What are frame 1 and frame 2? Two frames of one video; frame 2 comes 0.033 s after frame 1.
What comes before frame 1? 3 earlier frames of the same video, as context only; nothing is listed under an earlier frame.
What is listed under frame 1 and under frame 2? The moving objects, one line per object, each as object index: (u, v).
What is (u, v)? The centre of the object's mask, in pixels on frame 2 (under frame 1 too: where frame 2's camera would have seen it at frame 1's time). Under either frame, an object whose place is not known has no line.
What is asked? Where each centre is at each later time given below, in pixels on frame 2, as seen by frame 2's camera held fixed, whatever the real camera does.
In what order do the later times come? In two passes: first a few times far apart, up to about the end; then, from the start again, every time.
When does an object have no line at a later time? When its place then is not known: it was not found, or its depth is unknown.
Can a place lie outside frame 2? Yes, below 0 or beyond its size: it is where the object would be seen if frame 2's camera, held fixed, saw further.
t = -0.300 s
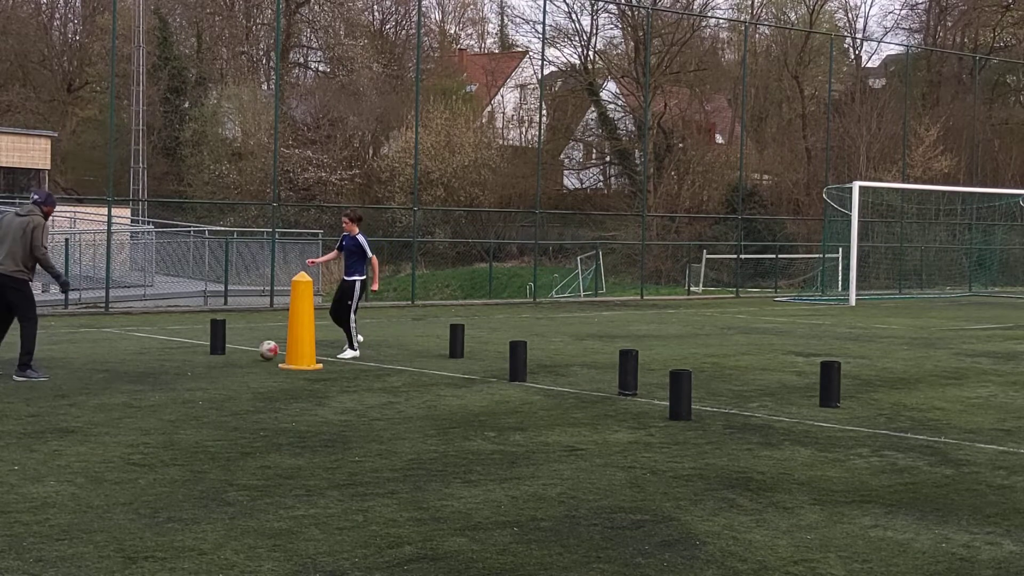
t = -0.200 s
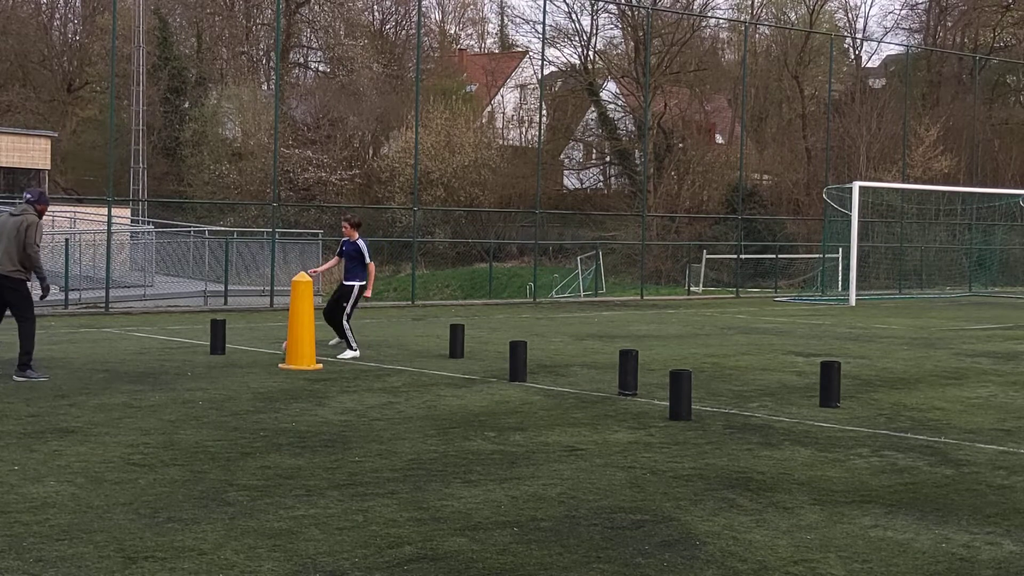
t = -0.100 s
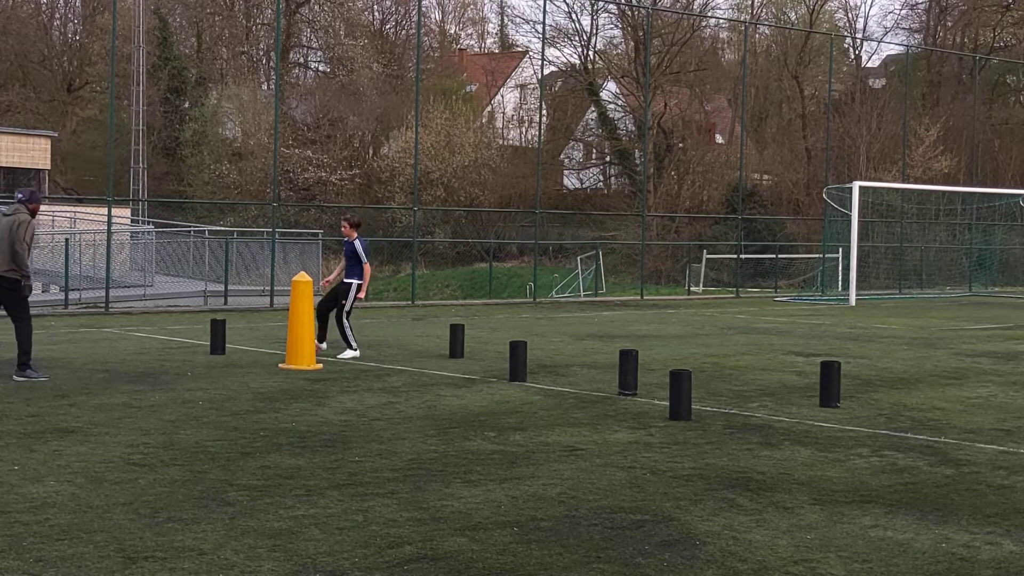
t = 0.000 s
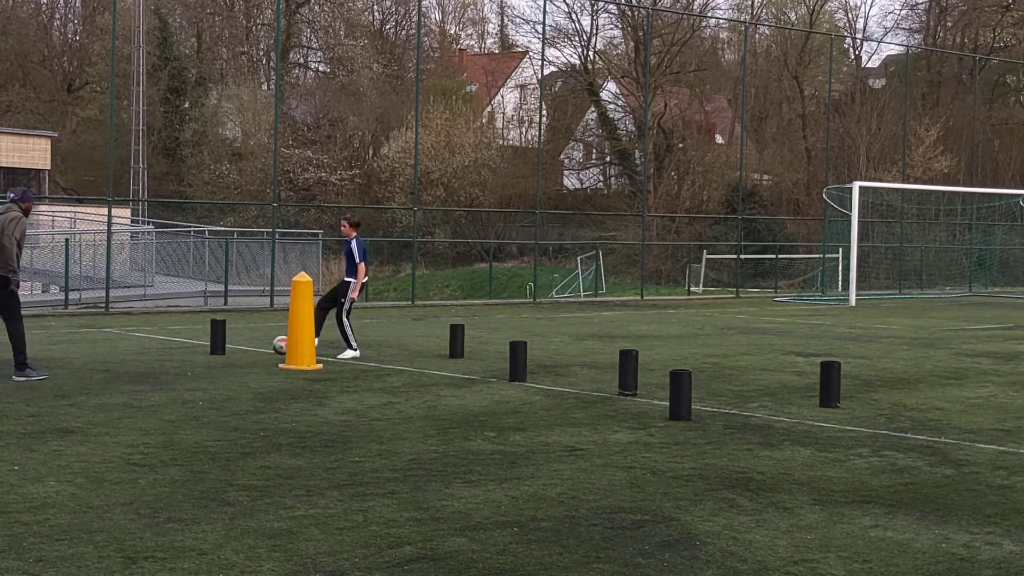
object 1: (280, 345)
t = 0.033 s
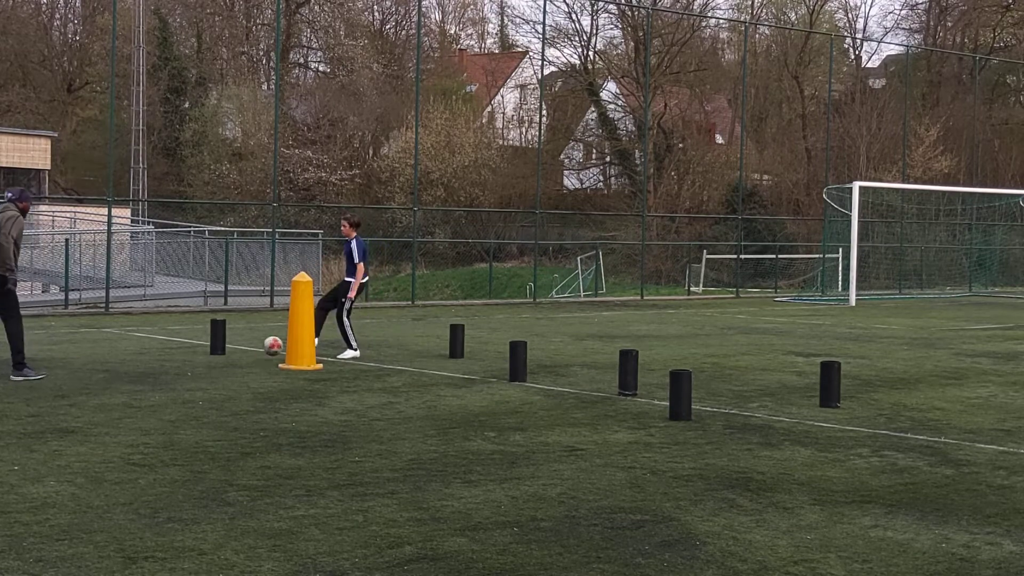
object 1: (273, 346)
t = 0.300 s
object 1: (203, 355)
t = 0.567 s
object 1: (131, 358)
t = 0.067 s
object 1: (263, 348)
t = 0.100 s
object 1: (254, 351)
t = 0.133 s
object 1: (244, 353)
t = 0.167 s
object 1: (236, 351)
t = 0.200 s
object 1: (228, 351)
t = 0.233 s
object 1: (220, 351)
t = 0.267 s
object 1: (211, 353)
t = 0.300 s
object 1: (203, 355)
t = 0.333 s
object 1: (194, 355)
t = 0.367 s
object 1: (185, 354)
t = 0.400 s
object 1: (177, 354)
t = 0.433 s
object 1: (168, 356)
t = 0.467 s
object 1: (159, 358)
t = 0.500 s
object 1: (150, 359)
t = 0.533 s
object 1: (140, 358)
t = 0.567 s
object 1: (131, 358)
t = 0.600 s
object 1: (122, 359)
